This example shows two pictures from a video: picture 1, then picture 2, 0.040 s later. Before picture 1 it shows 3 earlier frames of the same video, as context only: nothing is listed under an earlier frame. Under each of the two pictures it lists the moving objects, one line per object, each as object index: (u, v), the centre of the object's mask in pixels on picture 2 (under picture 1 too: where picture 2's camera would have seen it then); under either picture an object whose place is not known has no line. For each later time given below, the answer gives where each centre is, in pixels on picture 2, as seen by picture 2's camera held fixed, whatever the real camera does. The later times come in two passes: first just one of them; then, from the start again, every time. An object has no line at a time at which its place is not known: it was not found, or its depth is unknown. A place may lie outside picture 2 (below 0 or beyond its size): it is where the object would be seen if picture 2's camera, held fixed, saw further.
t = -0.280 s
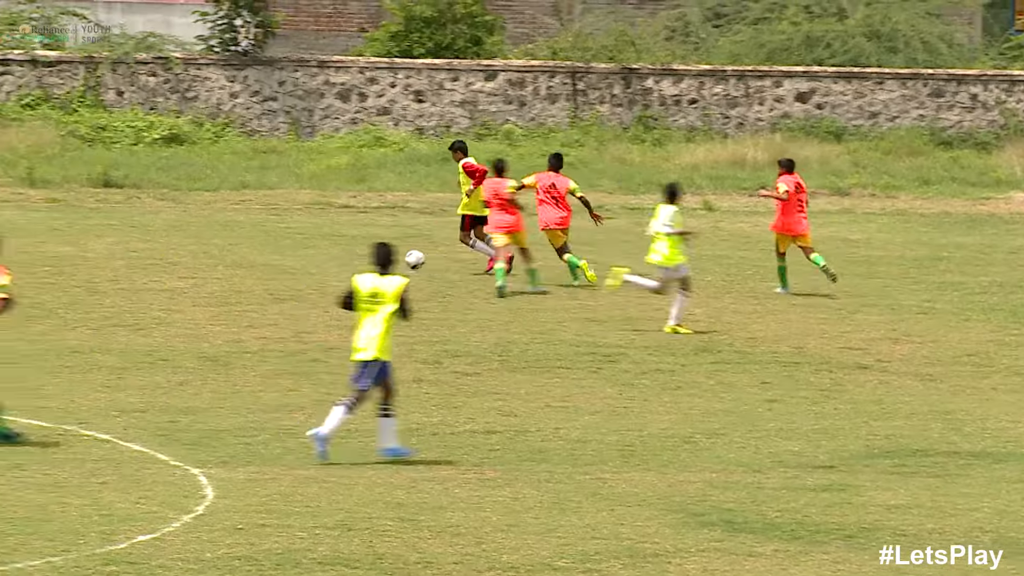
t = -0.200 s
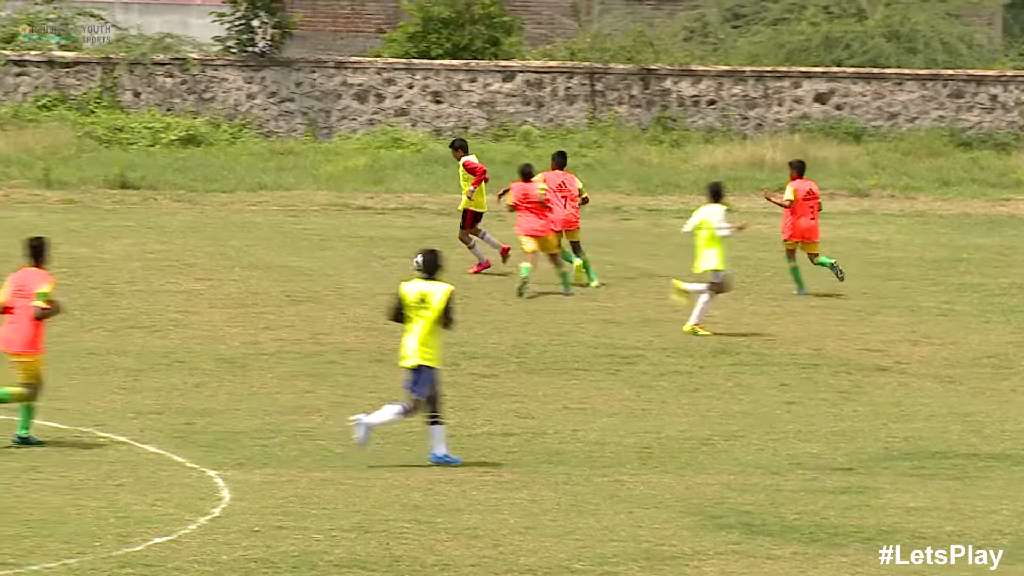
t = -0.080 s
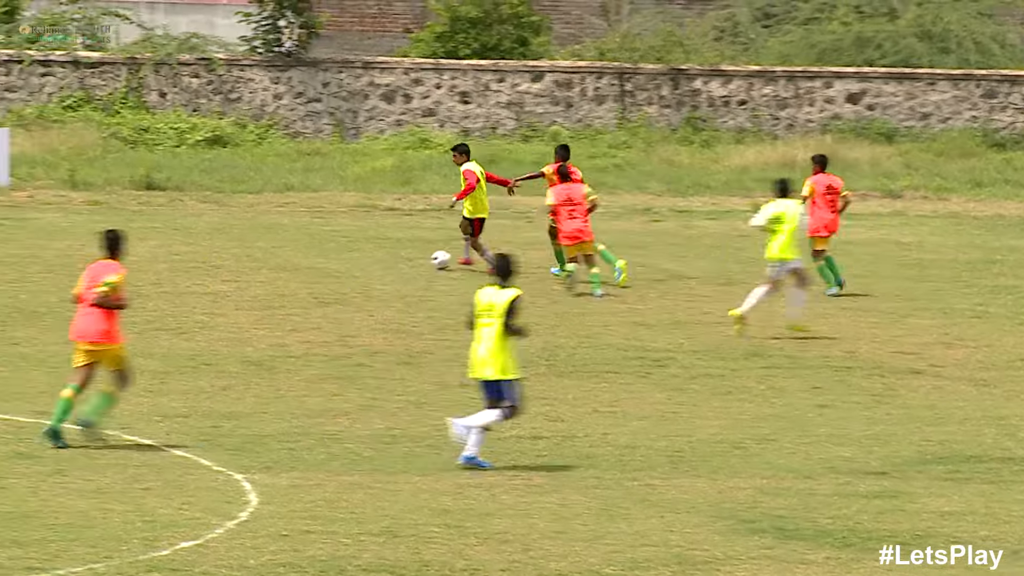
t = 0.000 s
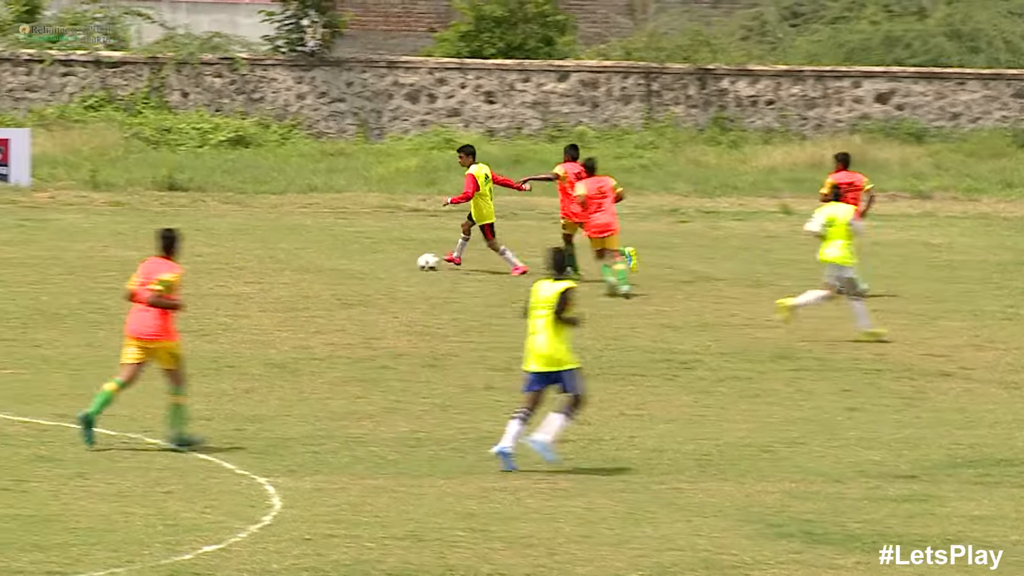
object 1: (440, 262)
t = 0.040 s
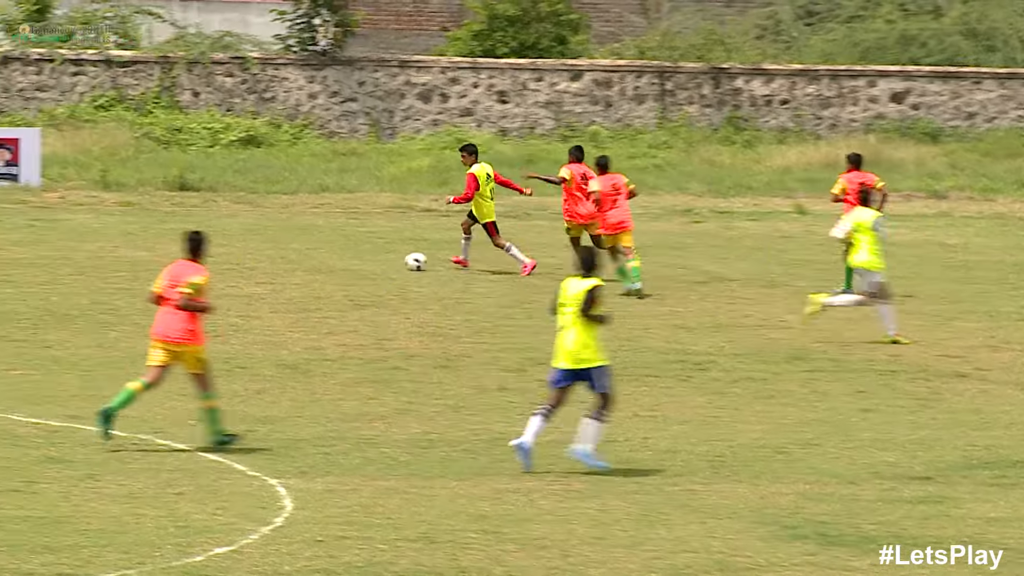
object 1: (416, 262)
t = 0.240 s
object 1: (299, 257)
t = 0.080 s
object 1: (391, 260)
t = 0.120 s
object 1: (367, 260)
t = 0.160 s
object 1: (344, 259)
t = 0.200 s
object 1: (321, 259)
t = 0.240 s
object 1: (299, 257)
